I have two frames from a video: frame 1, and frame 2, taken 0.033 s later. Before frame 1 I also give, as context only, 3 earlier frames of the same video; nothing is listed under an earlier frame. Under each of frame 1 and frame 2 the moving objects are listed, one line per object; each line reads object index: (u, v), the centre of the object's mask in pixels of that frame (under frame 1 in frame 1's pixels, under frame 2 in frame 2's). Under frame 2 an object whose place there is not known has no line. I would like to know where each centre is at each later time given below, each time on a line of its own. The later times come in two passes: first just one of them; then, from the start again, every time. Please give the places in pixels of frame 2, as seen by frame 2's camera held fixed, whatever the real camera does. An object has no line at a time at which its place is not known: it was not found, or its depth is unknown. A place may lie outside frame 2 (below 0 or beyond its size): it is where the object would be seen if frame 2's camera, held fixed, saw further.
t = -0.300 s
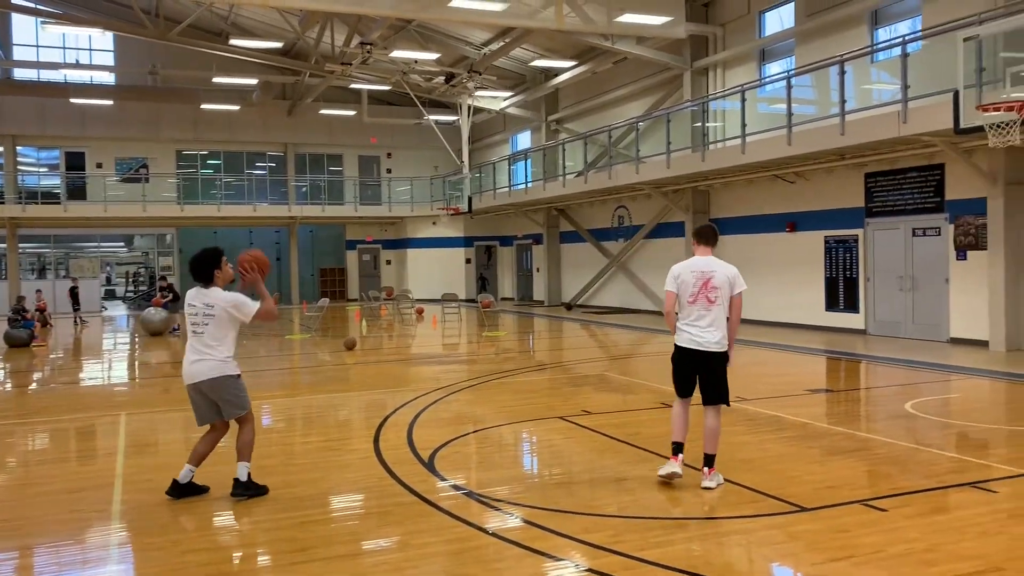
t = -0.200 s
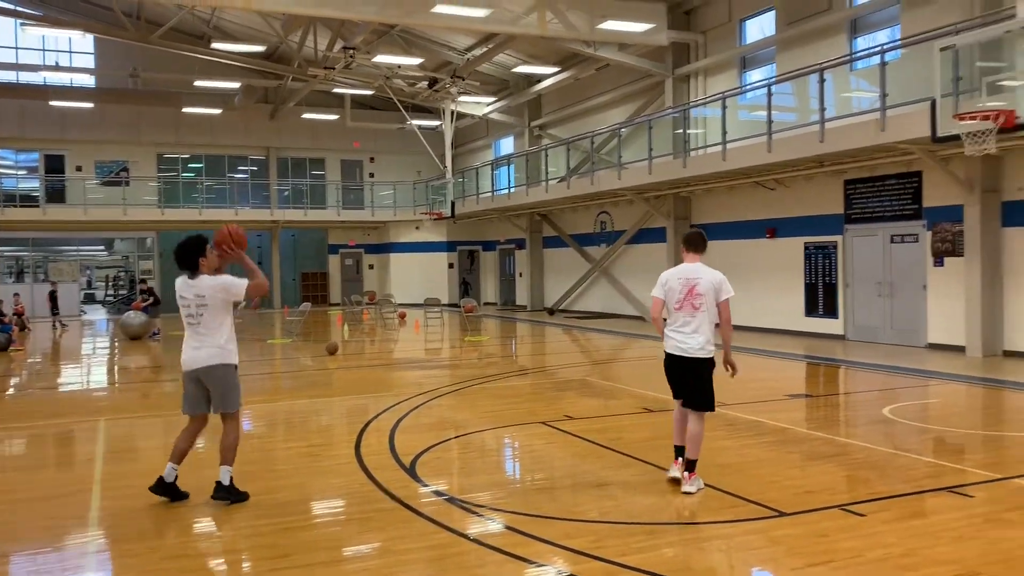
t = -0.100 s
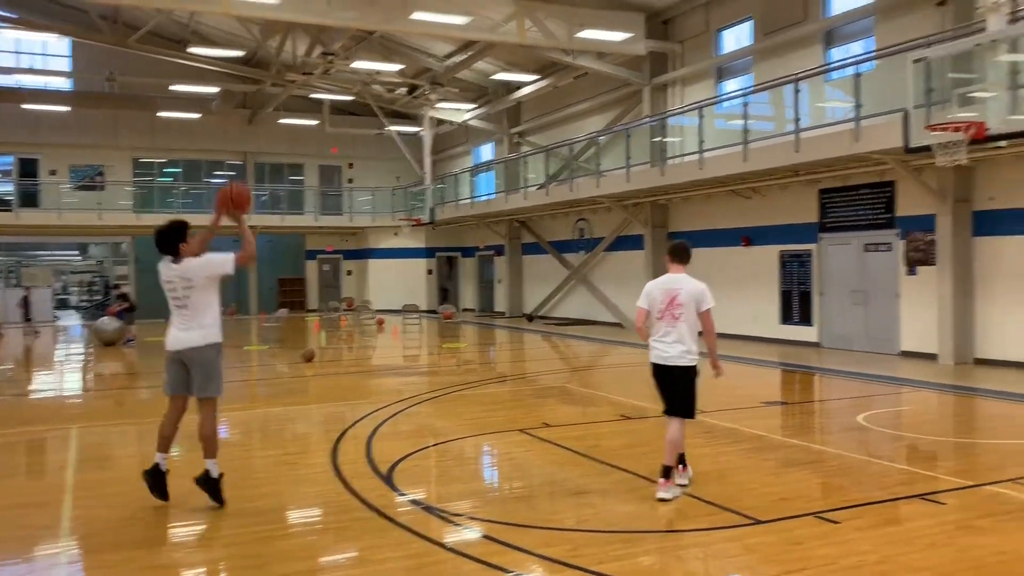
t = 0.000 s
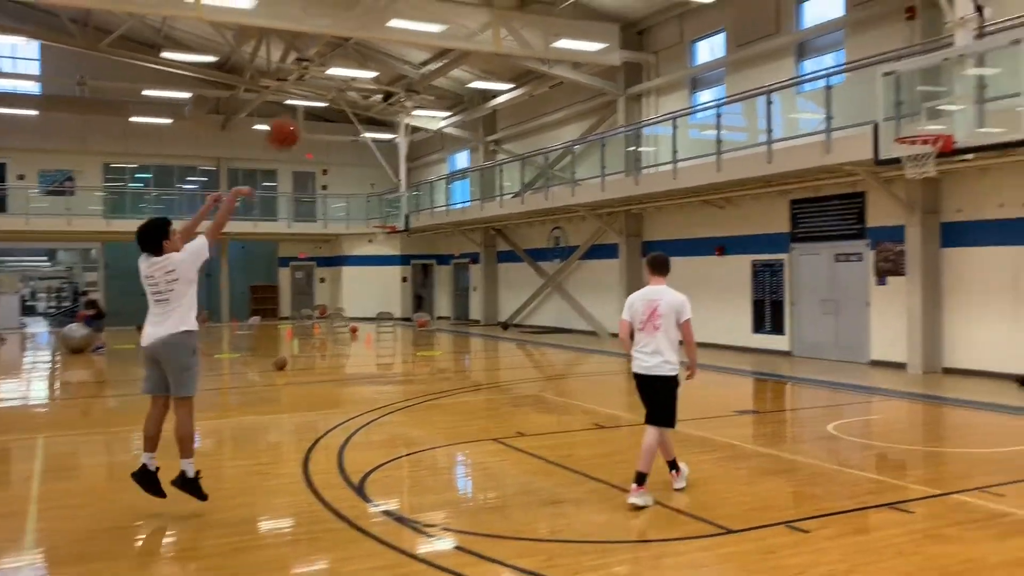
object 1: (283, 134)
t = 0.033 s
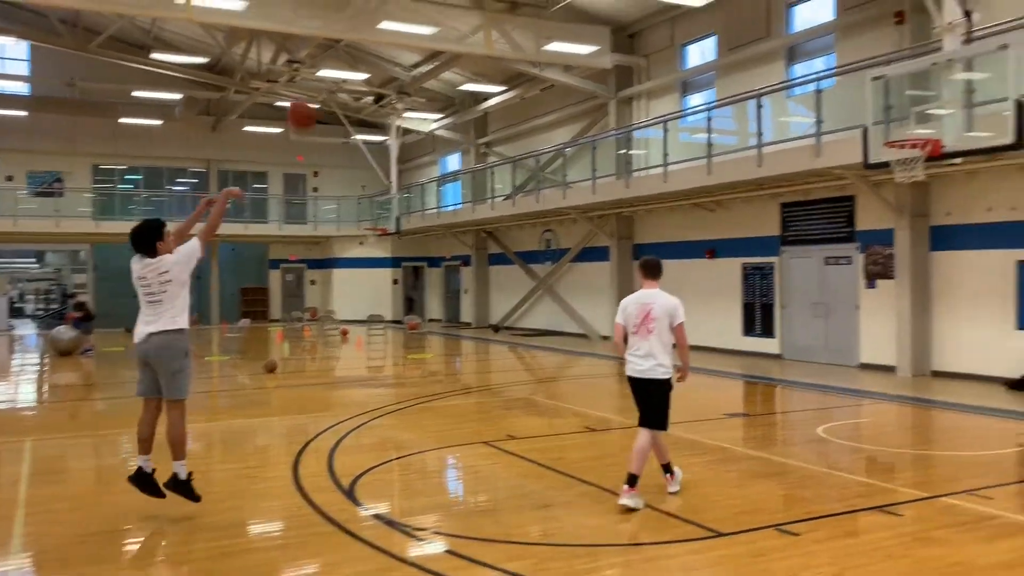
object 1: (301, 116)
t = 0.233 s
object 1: (457, 29)
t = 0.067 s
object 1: (330, 97)
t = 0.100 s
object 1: (357, 79)
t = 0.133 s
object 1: (383, 64)
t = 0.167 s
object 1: (409, 50)
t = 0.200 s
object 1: (433, 39)
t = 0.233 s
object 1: (457, 29)
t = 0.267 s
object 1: (479, 20)
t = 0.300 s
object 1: (502, 13)
